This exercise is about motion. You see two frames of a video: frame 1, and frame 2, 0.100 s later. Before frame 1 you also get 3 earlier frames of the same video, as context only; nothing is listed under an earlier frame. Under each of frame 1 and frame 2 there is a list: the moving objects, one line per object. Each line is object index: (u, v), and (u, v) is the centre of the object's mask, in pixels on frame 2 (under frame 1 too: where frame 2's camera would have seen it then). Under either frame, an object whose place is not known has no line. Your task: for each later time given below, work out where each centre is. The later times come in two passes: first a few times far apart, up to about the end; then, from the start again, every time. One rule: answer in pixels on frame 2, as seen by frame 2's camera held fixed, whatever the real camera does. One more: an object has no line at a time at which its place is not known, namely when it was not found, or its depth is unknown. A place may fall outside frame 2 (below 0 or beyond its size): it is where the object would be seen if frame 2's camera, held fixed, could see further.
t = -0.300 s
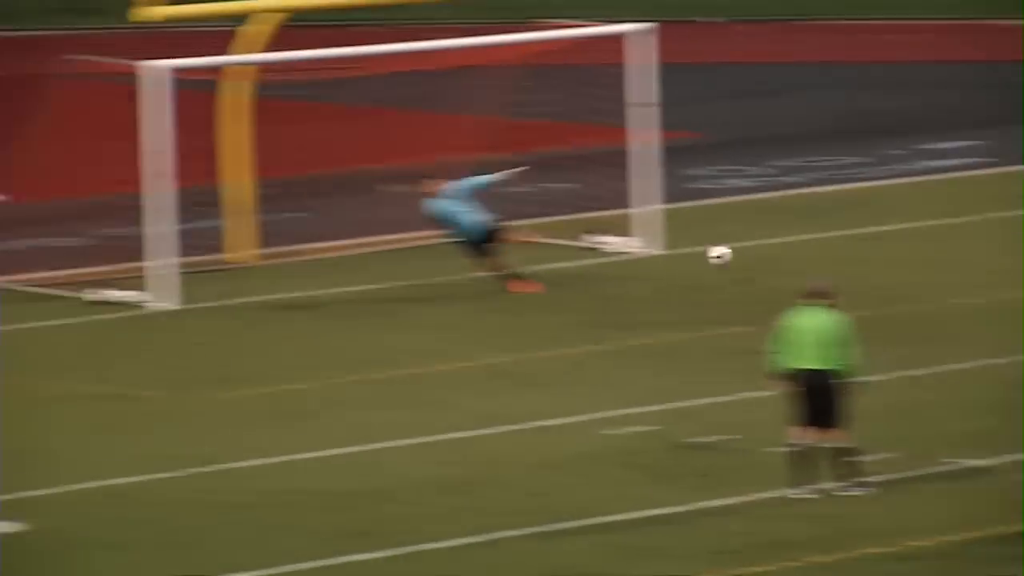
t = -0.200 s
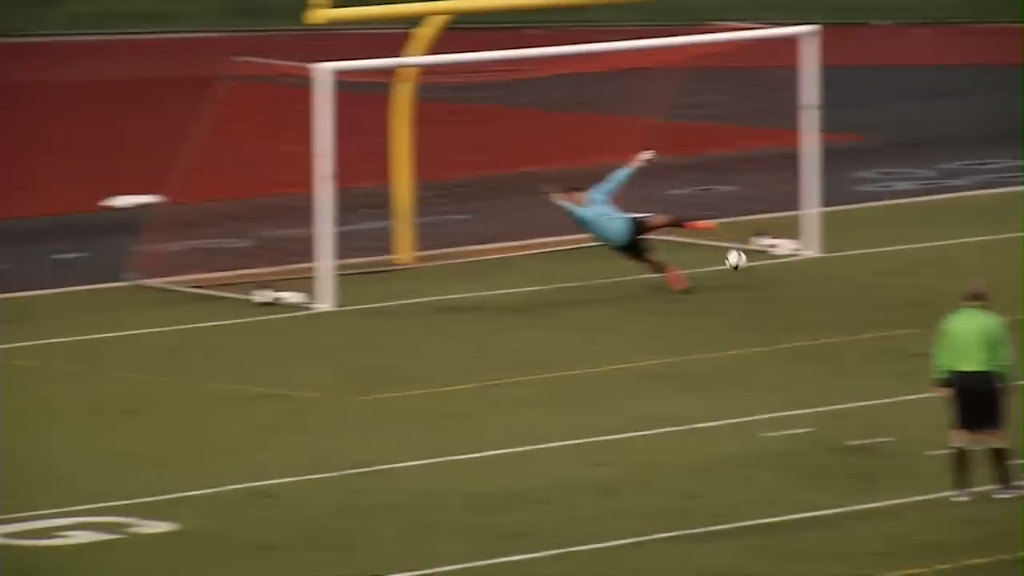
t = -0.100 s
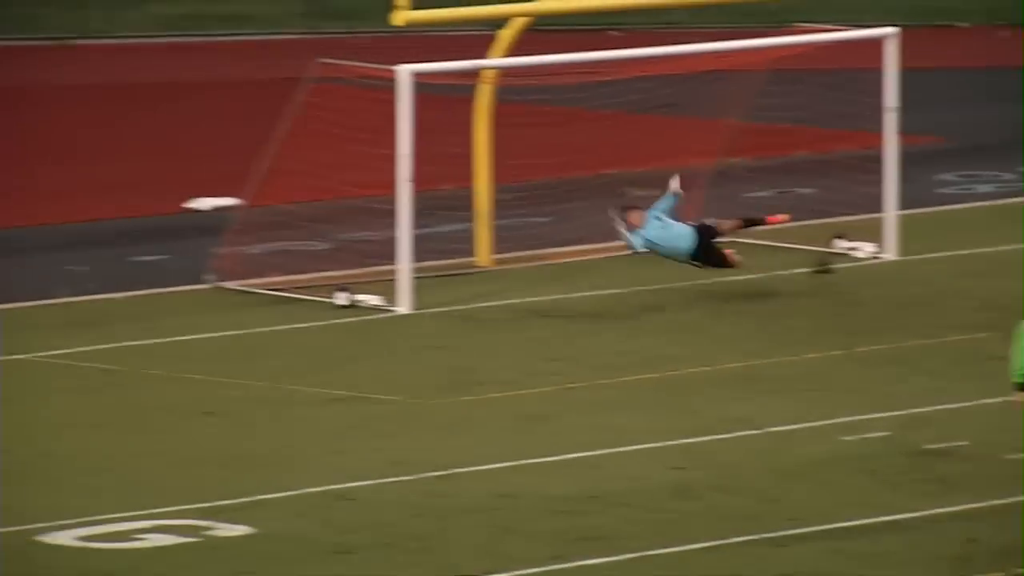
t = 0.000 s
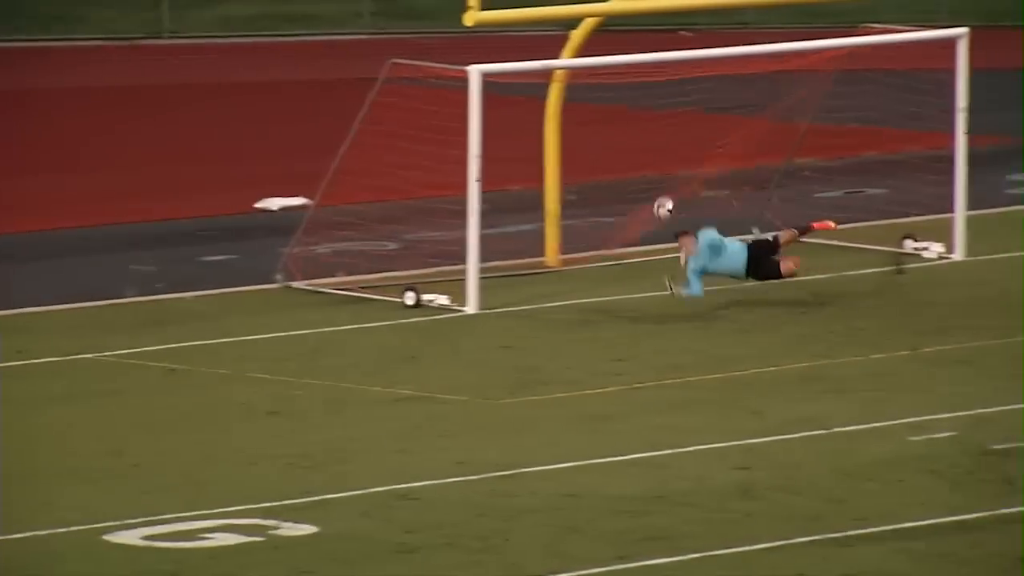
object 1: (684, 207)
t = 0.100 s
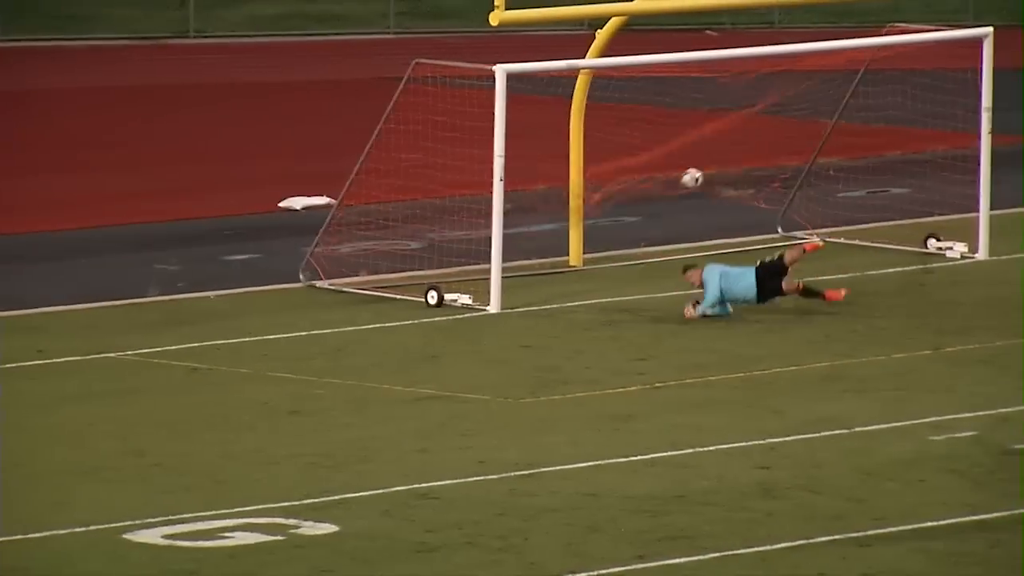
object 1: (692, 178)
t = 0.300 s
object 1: (730, 160)
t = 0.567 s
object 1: (790, 195)
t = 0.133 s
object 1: (697, 172)
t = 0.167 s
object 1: (703, 168)
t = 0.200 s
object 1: (709, 164)
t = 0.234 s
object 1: (716, 162)
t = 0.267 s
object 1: (723, 161)
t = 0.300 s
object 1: (730, 160)
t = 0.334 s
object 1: (737, 161)
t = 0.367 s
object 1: (746, 164)
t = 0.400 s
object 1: (753, 166)
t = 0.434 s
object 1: (761, 170)
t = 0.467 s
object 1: (768, 175)
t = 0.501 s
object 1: (776, 180)
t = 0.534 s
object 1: (783, 187)
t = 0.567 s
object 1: (790, 195)
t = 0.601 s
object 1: (798, 204)
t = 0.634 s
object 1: (806, 214)
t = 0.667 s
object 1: (813, 224)
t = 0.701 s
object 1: (820, 237)
